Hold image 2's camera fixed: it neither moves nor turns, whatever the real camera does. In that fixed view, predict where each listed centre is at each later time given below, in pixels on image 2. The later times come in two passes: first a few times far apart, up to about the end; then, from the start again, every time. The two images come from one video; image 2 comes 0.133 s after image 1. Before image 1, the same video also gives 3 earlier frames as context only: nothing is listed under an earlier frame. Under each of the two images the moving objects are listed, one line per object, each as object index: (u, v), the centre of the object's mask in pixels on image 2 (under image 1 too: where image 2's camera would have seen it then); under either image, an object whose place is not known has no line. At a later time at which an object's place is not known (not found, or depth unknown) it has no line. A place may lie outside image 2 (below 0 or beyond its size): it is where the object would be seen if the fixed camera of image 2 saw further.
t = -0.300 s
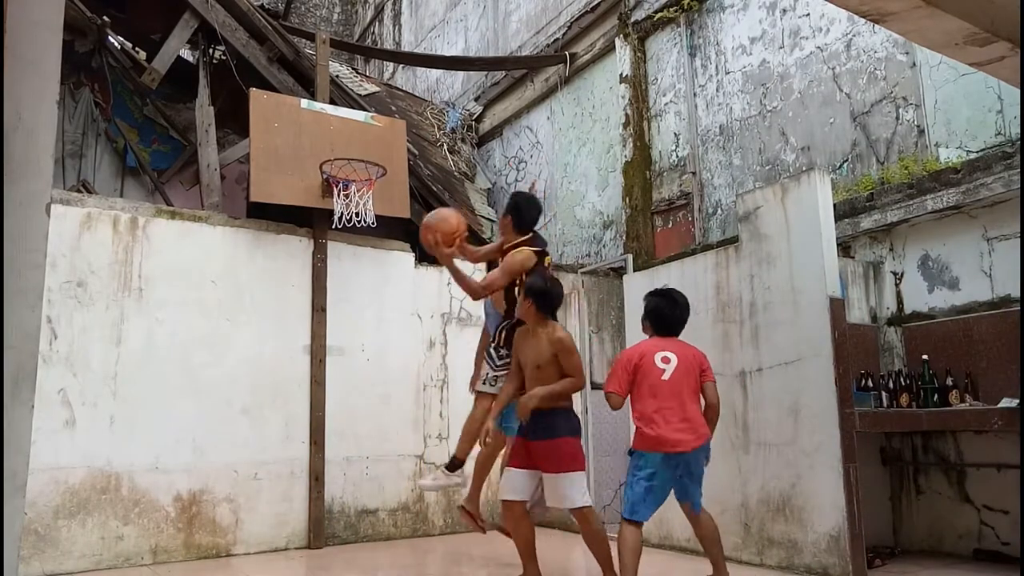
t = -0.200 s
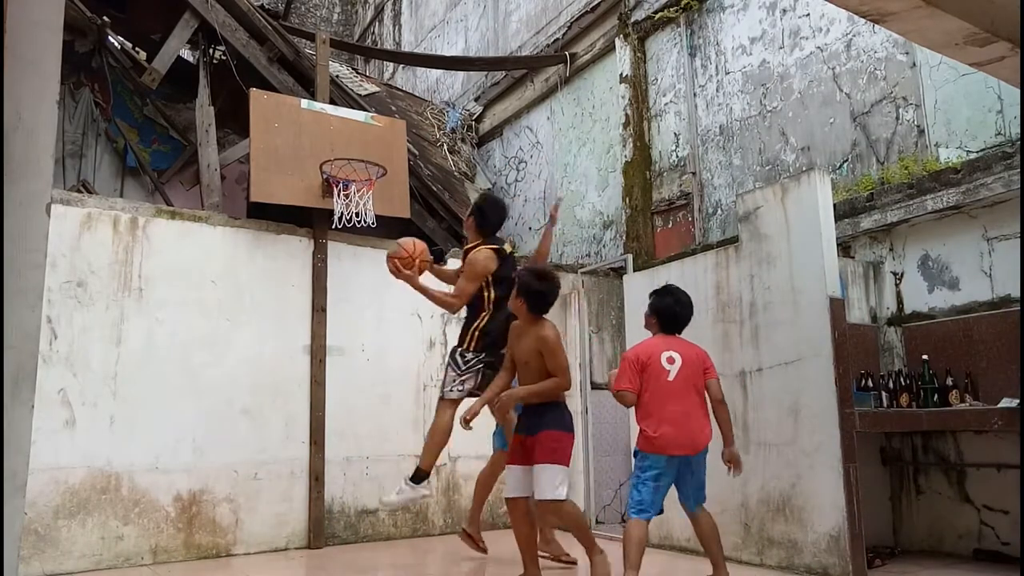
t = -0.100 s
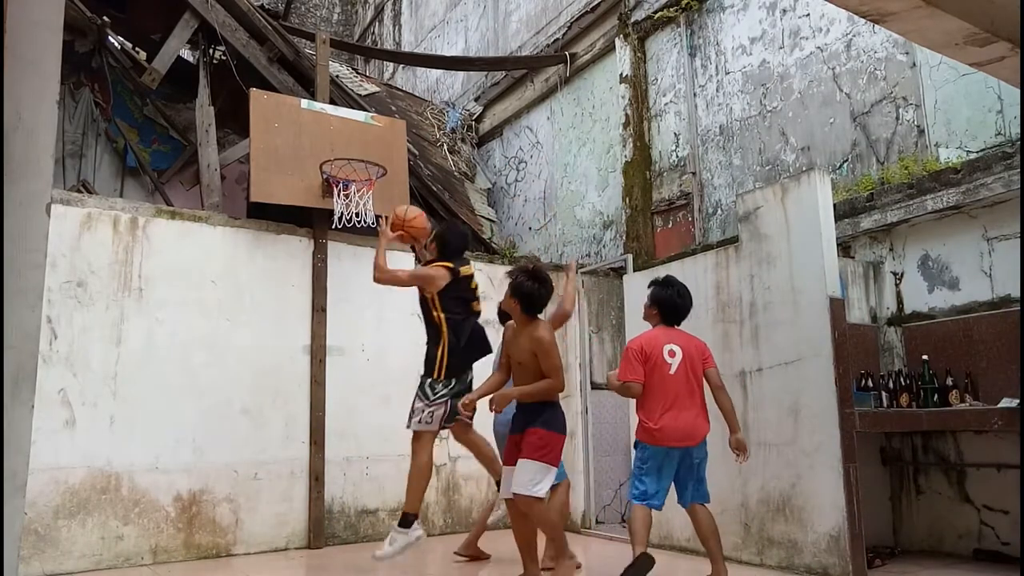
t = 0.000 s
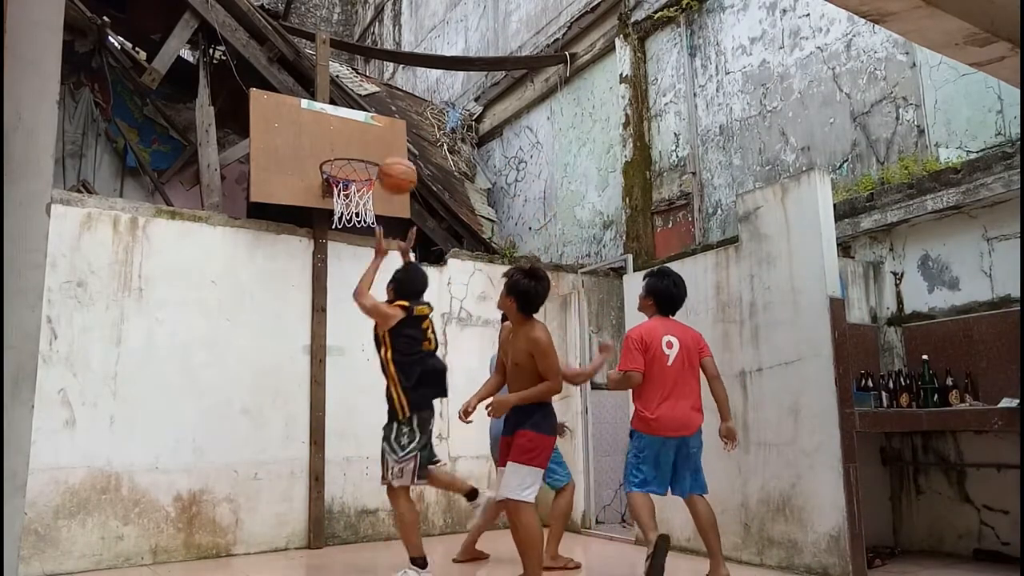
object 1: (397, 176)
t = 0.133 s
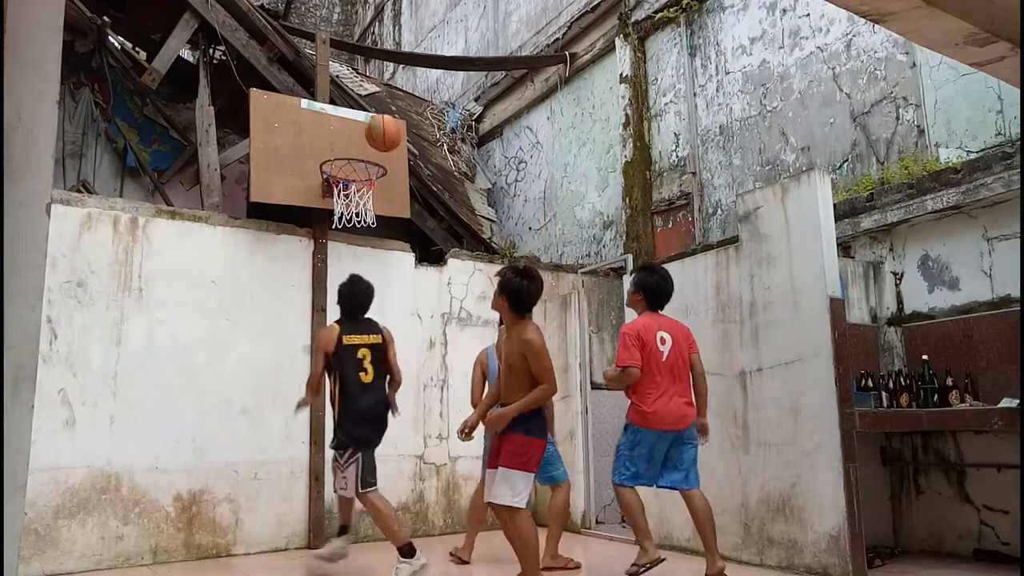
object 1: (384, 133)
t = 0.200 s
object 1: (377, 122)
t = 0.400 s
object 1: (361, 127)
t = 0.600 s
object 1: (359, 152)
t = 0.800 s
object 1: (360, 209)
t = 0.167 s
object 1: (380, 127)
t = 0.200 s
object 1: (377, 122)
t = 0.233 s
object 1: (374, 119)
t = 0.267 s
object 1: (371, 118)
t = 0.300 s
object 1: (369, 118)
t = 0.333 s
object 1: (366, 119)
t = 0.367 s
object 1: (363, 122)
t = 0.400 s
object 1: (361, 127)
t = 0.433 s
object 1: (358, 133)
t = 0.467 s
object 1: (355, 142)
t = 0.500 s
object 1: (353, 145)
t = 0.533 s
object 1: (354, 147)
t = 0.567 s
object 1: (357, 150)
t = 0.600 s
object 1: (359, 152)
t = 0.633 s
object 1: (363, 156)
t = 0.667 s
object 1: (367, 180)
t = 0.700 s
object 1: (365, 183)
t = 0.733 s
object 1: (367, 192)
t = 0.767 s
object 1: (365, 202)
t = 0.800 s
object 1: (360, 209)
